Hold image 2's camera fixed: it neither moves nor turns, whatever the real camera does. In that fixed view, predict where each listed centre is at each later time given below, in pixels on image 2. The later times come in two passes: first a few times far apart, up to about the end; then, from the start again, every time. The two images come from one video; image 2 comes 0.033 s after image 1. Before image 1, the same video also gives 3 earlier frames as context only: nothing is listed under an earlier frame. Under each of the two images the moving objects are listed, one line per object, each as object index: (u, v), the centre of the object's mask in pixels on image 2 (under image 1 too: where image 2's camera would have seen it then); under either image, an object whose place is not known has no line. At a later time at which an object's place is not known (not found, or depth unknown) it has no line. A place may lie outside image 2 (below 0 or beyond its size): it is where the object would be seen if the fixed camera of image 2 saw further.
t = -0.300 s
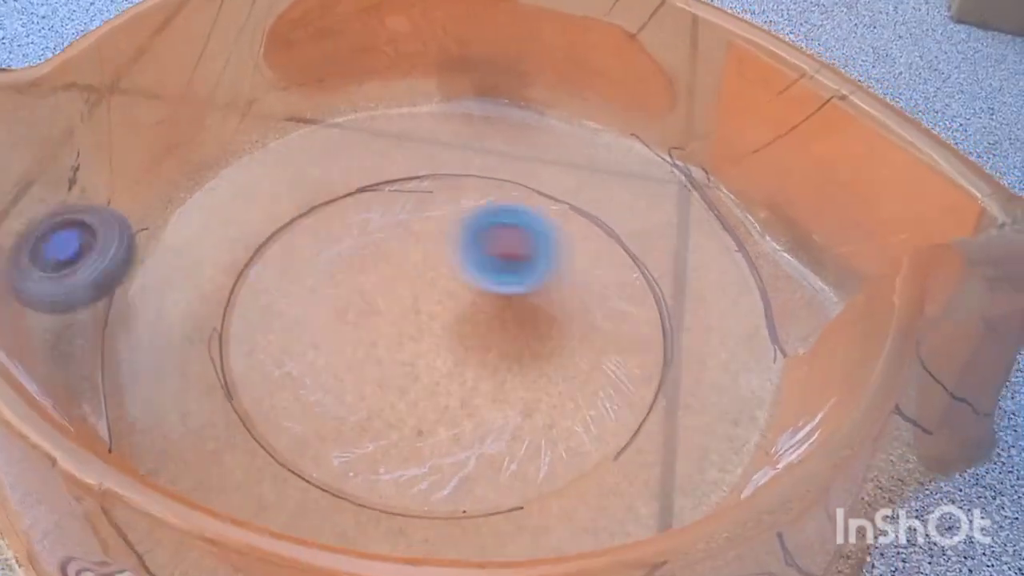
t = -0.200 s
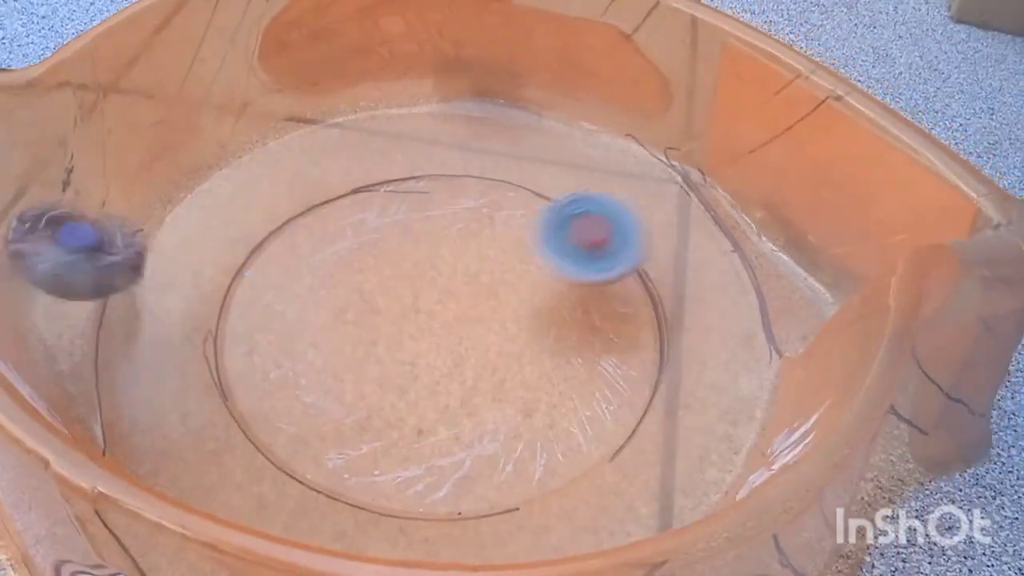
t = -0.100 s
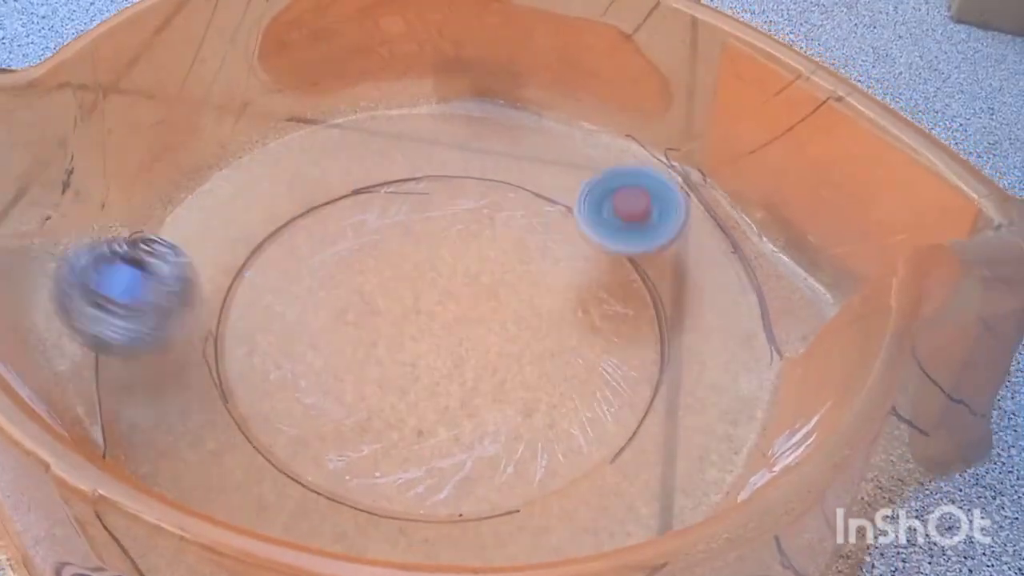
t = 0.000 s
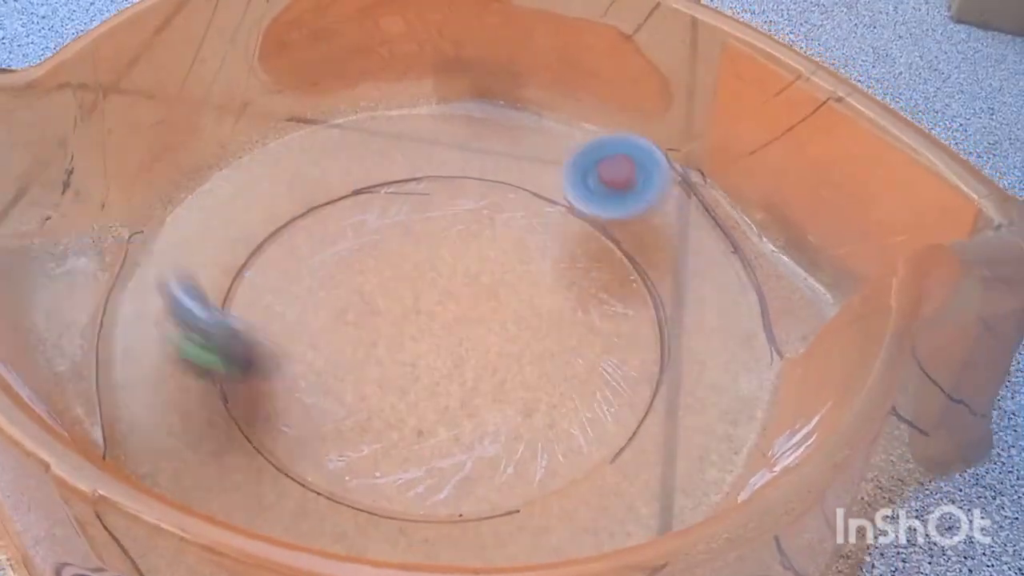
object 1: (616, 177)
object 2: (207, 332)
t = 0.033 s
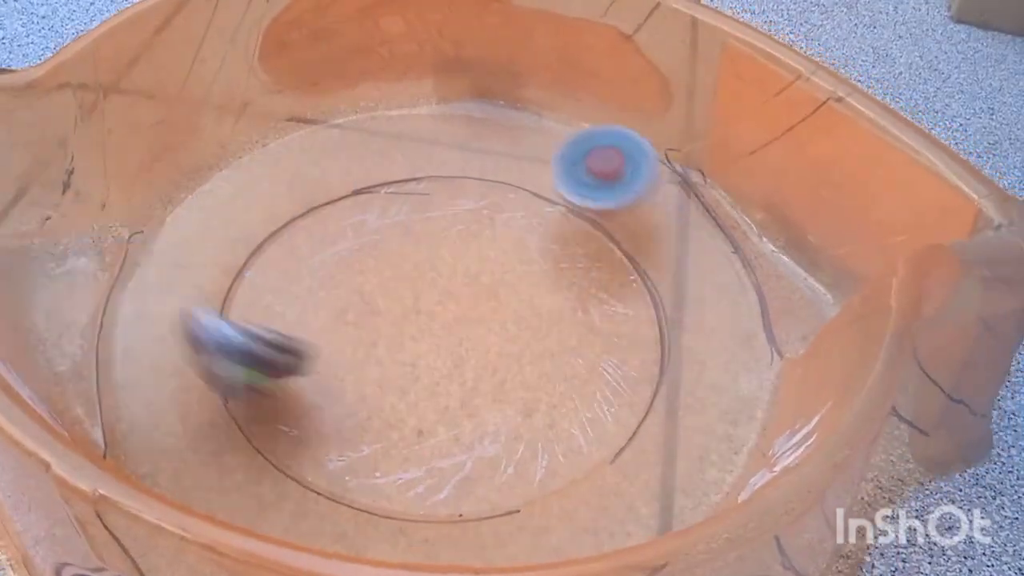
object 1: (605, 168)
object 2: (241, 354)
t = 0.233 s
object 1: (495, 196)
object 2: (379, 444)
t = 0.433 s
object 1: (499, 335)
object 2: (429, 479)
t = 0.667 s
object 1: (618, 390)
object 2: (443, 479)
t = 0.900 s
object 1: (593, 332)
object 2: (438, 480)
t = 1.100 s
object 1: (493, 324)
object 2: (436, 480)
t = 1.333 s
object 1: (357, 347)
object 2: (437, 480)
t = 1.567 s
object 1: (281, 398)
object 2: (437, 479)
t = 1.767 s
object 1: (346, 383)
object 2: (438, 478)
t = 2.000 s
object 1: (311, 283)
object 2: (437, 479)
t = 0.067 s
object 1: (589, 162)
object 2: (275, 378)
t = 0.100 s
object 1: (570, 159)
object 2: (294, 394)
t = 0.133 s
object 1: (549, 162)
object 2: (314, 406)
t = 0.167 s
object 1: (525, 171)
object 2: (338, 418)
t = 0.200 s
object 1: (508, 181)
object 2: (365, 434)
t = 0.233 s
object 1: (495, 196)
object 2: (379, 444)
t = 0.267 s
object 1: (485, 217)
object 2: (390, 451)
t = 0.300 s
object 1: (481, 240)
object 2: (401, 463)
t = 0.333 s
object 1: (480, 265)
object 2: (409, 468)
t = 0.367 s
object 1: (485, 290)
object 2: (417, 473)
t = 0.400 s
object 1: (491, 314)
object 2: (424, 477)
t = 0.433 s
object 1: (499, 335)
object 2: (429, 479)
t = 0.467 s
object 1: (513, 356)
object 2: (435, 478)
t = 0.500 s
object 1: (528, 376)
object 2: (443, 477)
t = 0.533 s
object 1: (552, 384)
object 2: (441, 479)
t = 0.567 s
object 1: (574, 389)
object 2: (441, 479)
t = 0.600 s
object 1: (591, 391)
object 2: (442, 479)
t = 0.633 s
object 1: (607, 394)
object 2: (443, 479)
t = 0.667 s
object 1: (618, 390)
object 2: (443, 479)
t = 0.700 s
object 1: (622, 380)
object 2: (443, 479)
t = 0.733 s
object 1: (627, 372)
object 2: (442, 479)
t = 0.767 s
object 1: (628, 363)
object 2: (440, 479)
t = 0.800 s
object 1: (623, 354)
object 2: (438, 480)
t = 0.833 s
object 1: (615, 345)
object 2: (436, 480)
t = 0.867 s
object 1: (605, 337)
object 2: (436, 480)
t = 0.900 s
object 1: (593, 332)
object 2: (438, 480)
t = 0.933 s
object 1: (579, 327)
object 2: (440, 480)
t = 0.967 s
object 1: (565, 324)
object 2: (440, 479)
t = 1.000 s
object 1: (548, 323)
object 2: (440, 479)
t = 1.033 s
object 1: (531, 322)
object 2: (439, 480)
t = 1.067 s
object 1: (513, 323)
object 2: (437, 480)
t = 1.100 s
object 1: (493, 324)
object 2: (436, 480)
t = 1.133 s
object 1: (475, 326)
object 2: (436, 480)
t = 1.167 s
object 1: (455, 330)
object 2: (438, 480)
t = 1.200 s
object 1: (435, 333)
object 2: (439, 480)
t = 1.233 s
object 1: (414, 336)
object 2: (439, 480)
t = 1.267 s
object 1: (394, 339)
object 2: (438, 480)
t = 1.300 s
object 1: (374, 342)
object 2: (436, 480)
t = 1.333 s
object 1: (357, 347)
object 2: (437, 480)
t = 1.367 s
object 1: (339, 352)
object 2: (438, 480)
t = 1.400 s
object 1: (323, 359)
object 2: (438, 479)
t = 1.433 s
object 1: (307, 365)
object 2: (437, 479)
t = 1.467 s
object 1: (296, 372)
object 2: (438, 479)
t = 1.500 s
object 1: (287, 378)
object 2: (438, 479)
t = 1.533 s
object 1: (282, 386)
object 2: (437, 479)
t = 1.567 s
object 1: (281, 398)
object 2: (437, 479)
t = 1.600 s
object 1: (283, 406)
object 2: (438, 479)
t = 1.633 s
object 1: (298, 409)
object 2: (437, 479)
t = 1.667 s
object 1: (316, 409)
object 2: (437, 479)
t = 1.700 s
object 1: (332, 403)
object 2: (438, 479)
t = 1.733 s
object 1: (341, 395)
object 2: (437, 479)
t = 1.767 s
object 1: (346, 383)
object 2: (438, 478)
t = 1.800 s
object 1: (349, 369)
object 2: (438, 479)
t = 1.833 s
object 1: (348, 355)
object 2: (438, 479)
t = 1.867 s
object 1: (343, 340)
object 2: (437, 479)
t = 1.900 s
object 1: (337, 325)
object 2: (437, 479)
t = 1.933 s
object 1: (329, 311)
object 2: (438, 479)
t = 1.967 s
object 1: (319, 297)
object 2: (436, 479)
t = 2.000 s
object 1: (311, 283)
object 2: (437, 479)
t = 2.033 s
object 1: (300, 273)
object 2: (437, 479)
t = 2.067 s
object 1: (289, 265)
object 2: (437, 479)
